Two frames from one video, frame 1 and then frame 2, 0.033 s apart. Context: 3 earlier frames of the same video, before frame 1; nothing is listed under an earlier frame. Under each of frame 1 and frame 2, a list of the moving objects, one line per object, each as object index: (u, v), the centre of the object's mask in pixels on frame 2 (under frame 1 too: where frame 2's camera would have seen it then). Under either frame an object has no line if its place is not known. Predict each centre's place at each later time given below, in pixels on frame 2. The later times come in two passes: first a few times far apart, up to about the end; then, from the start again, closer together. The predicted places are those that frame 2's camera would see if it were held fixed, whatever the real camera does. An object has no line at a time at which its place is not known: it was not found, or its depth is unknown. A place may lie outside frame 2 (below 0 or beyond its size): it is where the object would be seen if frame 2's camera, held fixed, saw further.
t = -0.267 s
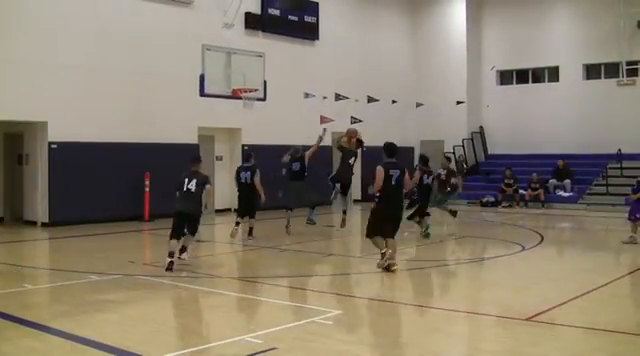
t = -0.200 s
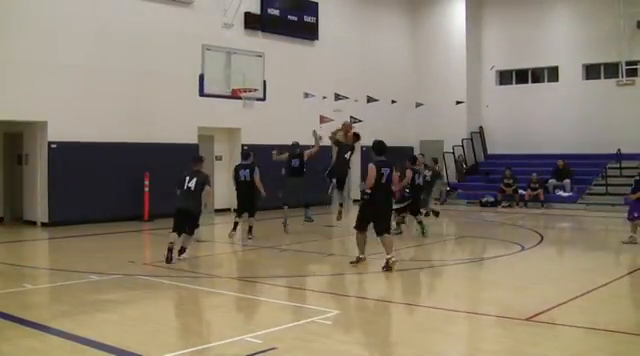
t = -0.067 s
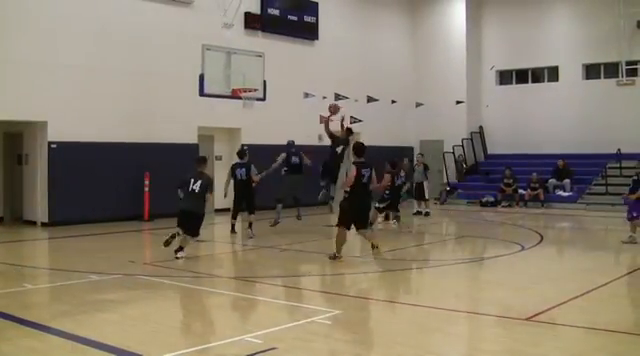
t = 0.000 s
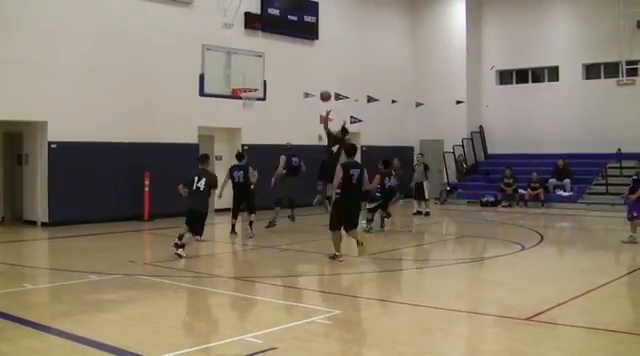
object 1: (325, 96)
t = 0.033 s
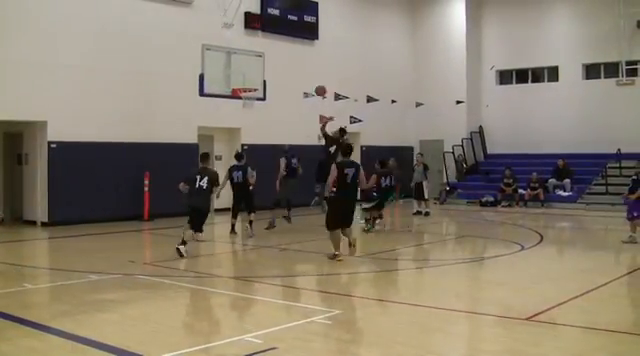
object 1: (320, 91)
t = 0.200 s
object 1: (297, 71)
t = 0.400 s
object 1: (272, 65)
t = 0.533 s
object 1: (255, 71)
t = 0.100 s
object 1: (311, 81)
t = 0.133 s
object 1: (307, 77)
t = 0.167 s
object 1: (302, 74)
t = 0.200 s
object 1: (297, 71)
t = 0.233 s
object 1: (294, 69)
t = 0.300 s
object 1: (285, 66)
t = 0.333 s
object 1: (280, 65)
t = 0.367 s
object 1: (276, 65)
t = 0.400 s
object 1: (272, 65)
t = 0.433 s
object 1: (267, 66)
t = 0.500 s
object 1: (259, 69)
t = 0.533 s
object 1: (255, 71)
